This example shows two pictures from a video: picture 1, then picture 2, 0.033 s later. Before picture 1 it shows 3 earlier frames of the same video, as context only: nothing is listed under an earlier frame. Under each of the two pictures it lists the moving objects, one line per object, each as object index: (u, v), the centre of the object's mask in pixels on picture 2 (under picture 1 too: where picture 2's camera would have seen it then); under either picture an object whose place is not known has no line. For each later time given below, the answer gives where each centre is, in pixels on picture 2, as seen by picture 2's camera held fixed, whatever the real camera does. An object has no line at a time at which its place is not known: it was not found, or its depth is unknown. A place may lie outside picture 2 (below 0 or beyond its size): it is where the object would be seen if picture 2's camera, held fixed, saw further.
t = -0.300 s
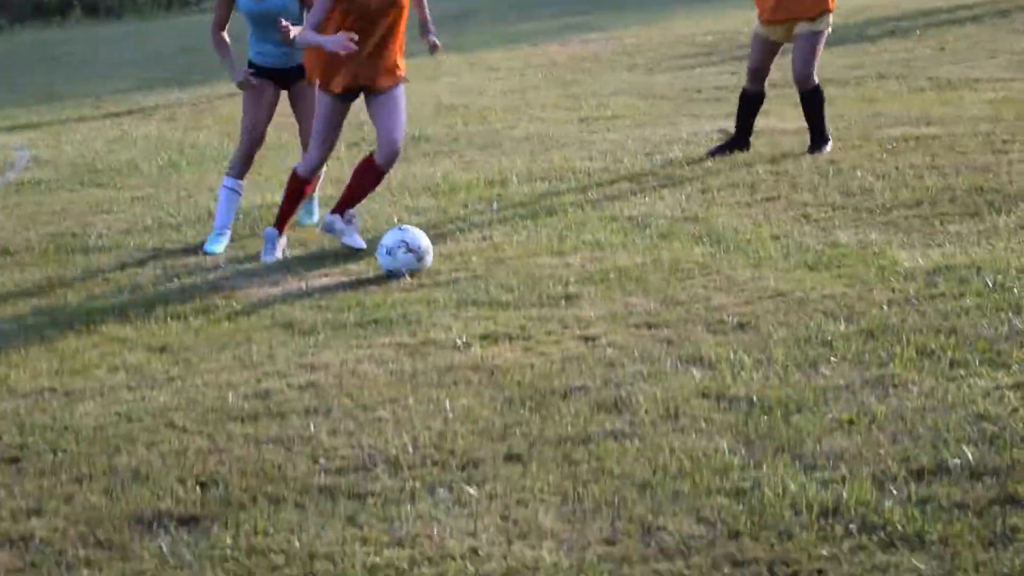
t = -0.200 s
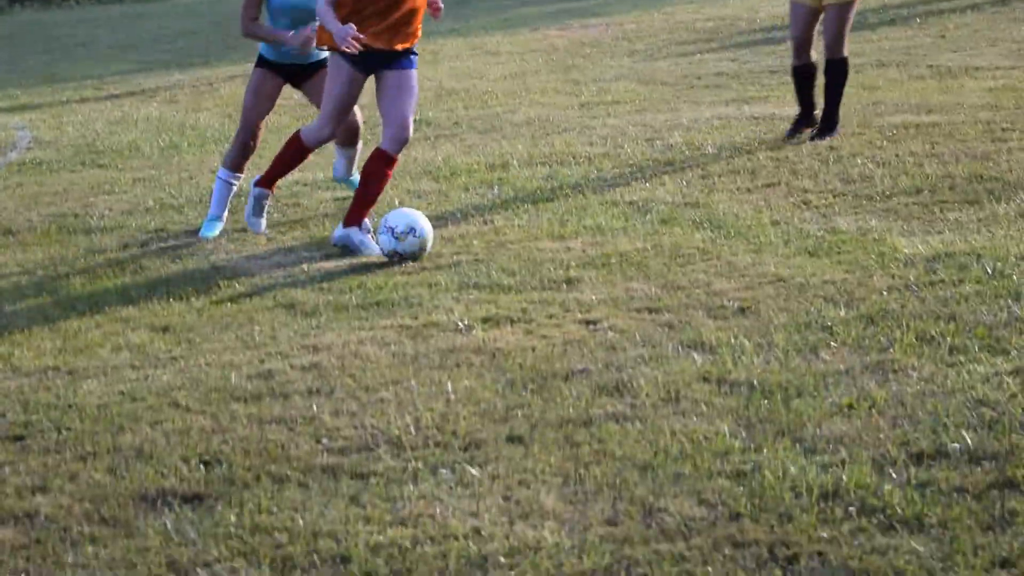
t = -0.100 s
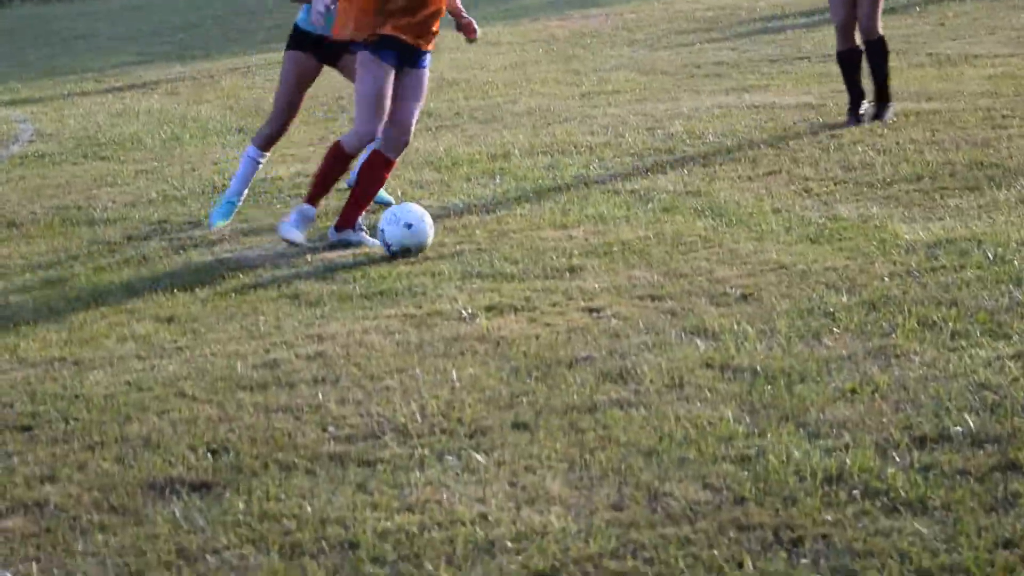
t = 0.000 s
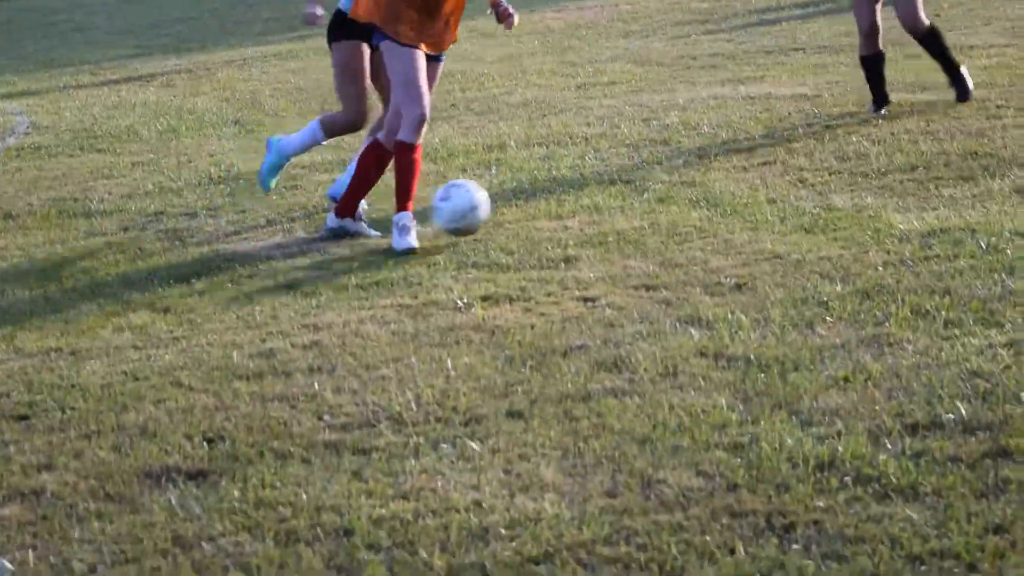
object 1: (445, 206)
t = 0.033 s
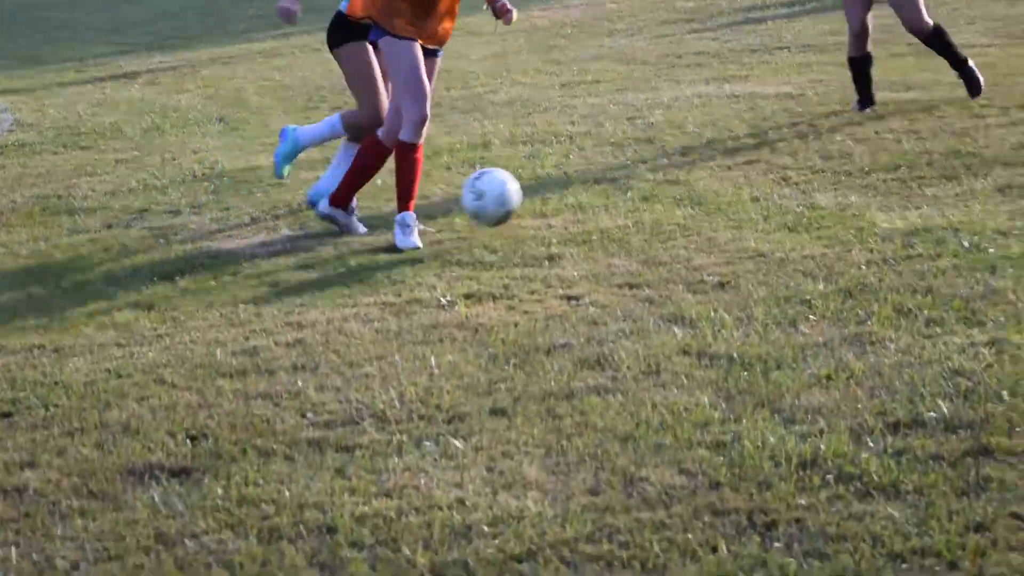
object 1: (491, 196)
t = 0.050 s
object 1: (516, 193)
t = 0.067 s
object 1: (539, 190)
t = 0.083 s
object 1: (564, 187)
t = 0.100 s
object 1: (590, 185)
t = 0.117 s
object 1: (615, 184)
